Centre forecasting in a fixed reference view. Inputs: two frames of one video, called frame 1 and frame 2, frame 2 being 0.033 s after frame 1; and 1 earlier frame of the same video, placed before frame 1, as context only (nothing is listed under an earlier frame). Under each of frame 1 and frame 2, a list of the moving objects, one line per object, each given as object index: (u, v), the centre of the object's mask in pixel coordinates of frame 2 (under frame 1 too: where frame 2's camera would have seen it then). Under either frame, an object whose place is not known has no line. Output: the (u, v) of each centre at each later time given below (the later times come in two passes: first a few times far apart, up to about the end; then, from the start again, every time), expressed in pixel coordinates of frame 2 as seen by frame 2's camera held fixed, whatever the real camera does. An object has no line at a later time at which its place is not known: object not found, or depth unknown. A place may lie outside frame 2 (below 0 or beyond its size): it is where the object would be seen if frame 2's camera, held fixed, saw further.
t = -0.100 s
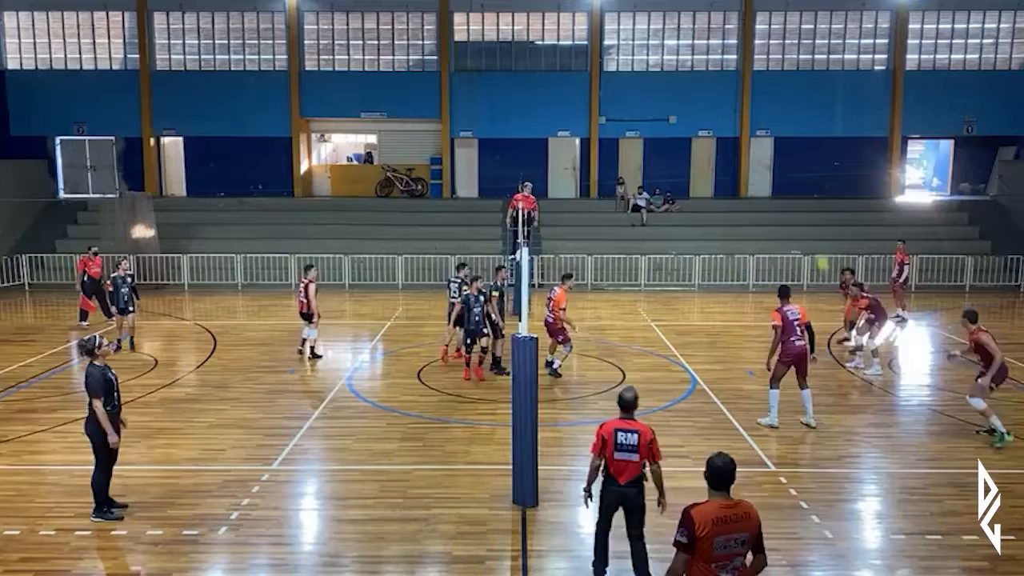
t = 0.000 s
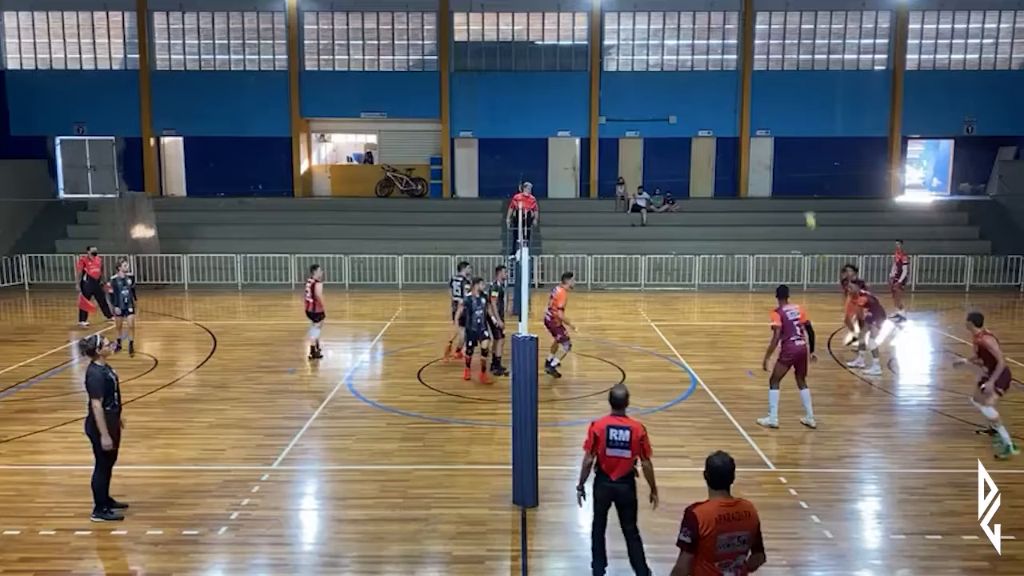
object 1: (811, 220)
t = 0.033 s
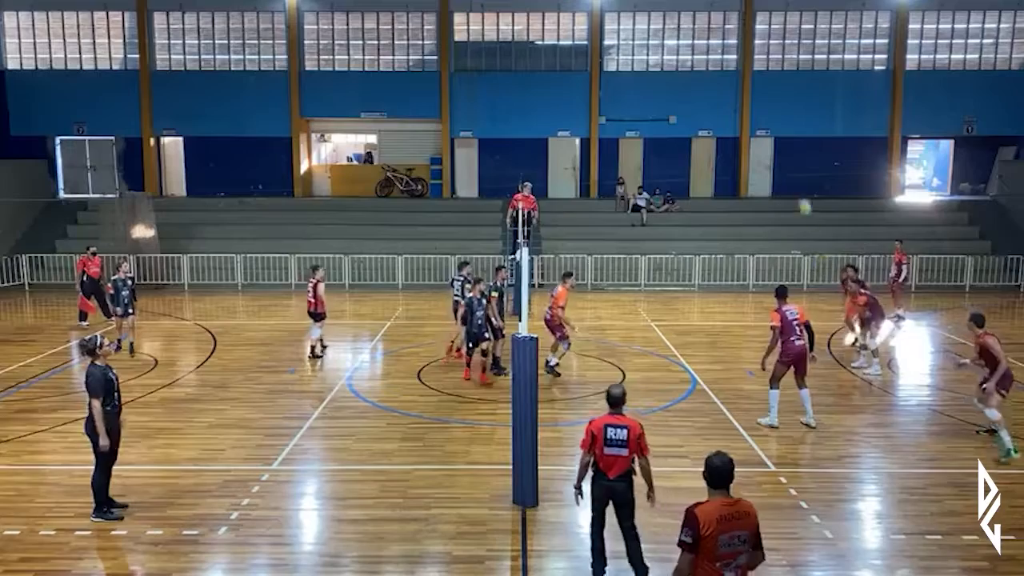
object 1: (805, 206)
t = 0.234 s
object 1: (780, 141)
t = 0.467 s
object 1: (751, 92)
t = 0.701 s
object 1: (723, 76)
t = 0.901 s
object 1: (698, 87)
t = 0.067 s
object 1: (800, 193)
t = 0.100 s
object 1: (796, 183)
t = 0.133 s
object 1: (792, 171)
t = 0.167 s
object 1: (788, 160)
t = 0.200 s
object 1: (784, 150)
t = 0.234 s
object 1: (780, 141)
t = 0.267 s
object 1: (775, 132)
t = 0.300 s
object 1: (771, 123)
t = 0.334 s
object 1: (767, 116)
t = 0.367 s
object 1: (763, 109)
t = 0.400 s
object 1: (759, 104)
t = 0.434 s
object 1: (755, 98)
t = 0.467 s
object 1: (751, 92)
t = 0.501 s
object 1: (747, 88)
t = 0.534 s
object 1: (742, 84)
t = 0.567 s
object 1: (738, 83)
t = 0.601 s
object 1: (735, 80)
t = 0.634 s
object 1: (730, 78)
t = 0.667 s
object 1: (727, 77)
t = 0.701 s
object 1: (723, 76)
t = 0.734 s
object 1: (718, 77)
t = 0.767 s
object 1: (714, 78)
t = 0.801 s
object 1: (710, 80)
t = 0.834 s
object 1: (705, 81)
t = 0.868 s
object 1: (702, 83)
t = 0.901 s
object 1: (698, 87)
